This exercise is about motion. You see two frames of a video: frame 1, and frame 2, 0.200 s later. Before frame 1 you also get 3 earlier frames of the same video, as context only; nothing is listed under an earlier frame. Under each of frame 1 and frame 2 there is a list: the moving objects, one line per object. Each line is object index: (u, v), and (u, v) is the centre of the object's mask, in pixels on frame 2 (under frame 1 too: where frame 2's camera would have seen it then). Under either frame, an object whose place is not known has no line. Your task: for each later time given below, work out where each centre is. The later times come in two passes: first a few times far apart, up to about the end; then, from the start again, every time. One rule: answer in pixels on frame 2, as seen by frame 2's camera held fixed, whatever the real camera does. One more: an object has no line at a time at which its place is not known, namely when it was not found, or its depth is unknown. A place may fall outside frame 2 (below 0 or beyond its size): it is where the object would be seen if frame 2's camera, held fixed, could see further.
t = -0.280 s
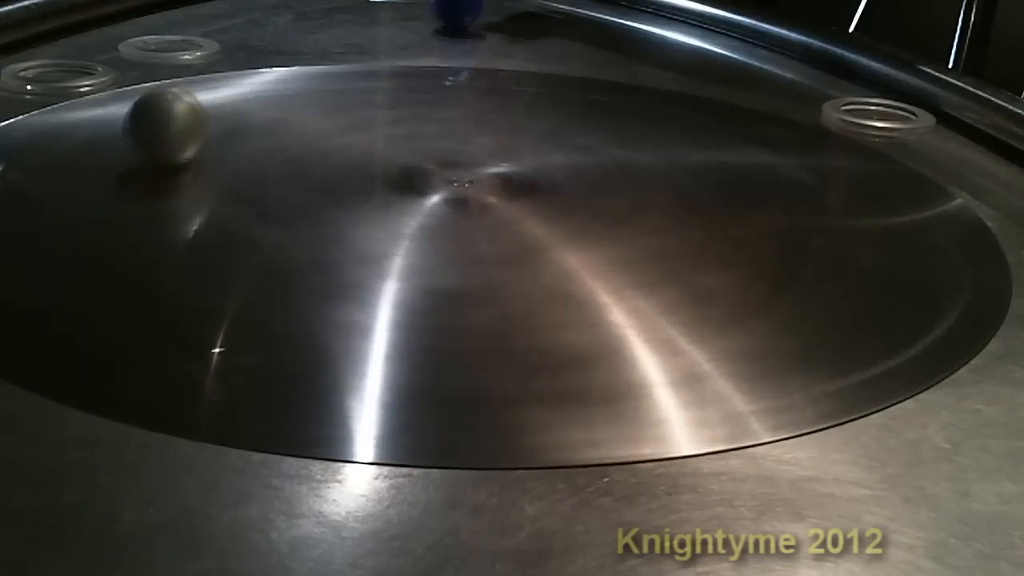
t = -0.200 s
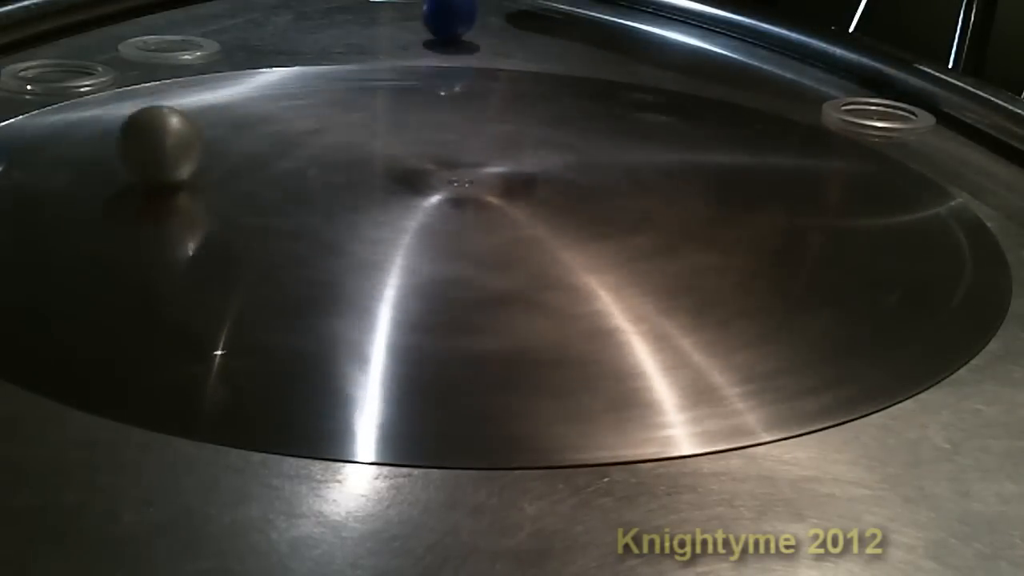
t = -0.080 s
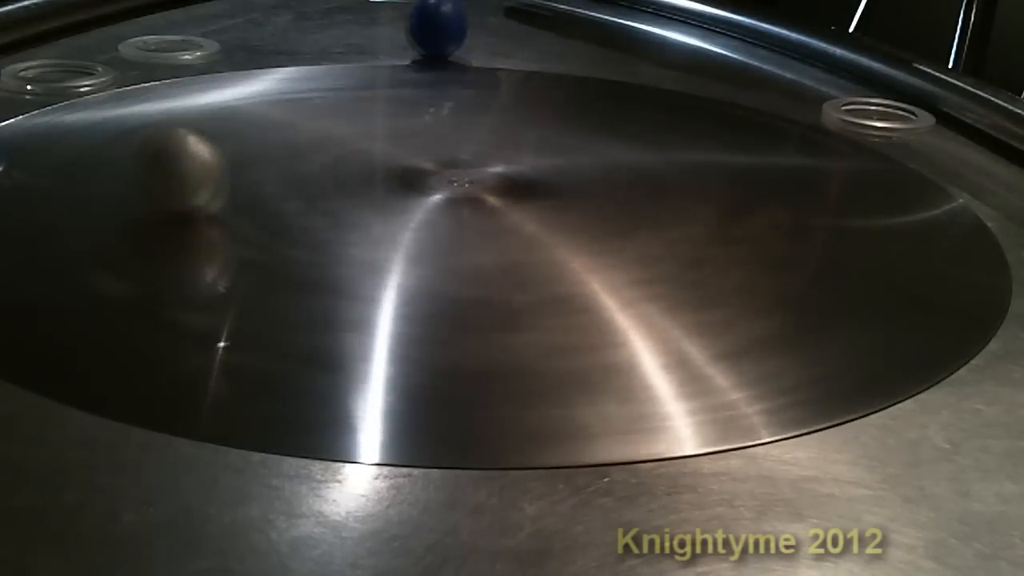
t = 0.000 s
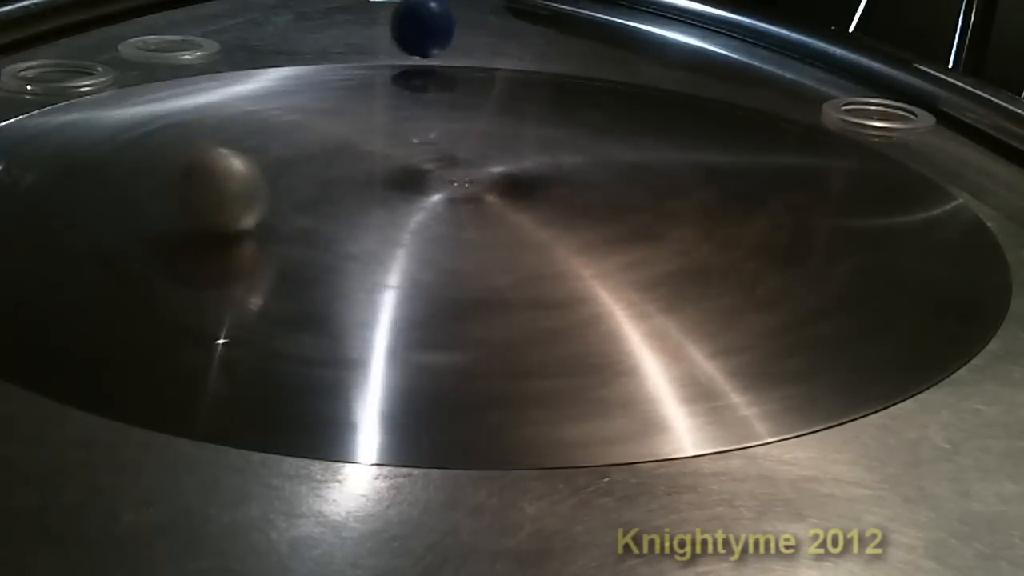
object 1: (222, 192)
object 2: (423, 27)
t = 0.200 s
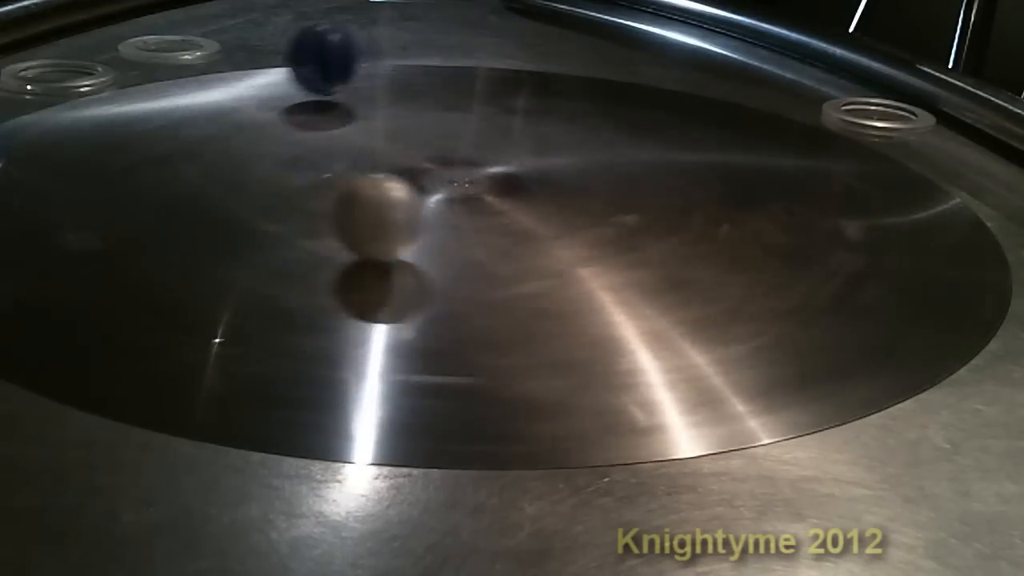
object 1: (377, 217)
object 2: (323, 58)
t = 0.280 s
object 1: (445, 217)
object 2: (262, 73)
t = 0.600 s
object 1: (640, 169)
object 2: (19, 242)
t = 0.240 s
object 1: (409, 217)
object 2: (294, 70)
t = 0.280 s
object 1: (445, 217)
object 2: (262, 73)
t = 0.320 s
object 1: (483, 215)
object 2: (215, 88)
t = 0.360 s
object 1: (524, 210)
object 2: (166, 105)
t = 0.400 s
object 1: (551, 207)
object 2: (134, 119)
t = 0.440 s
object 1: (575, 202)
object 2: (102, 137)
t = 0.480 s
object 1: (598, 194)
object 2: (73, 152)
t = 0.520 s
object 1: (614, 188)
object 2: (45, 178)
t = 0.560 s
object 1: (629, 179)
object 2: (29, 203)
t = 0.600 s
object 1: (640, 169)
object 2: (19, 242)
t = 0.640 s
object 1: (647, 161)
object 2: (15, 280)
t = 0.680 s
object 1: (650, 150)
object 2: (13, 323)
